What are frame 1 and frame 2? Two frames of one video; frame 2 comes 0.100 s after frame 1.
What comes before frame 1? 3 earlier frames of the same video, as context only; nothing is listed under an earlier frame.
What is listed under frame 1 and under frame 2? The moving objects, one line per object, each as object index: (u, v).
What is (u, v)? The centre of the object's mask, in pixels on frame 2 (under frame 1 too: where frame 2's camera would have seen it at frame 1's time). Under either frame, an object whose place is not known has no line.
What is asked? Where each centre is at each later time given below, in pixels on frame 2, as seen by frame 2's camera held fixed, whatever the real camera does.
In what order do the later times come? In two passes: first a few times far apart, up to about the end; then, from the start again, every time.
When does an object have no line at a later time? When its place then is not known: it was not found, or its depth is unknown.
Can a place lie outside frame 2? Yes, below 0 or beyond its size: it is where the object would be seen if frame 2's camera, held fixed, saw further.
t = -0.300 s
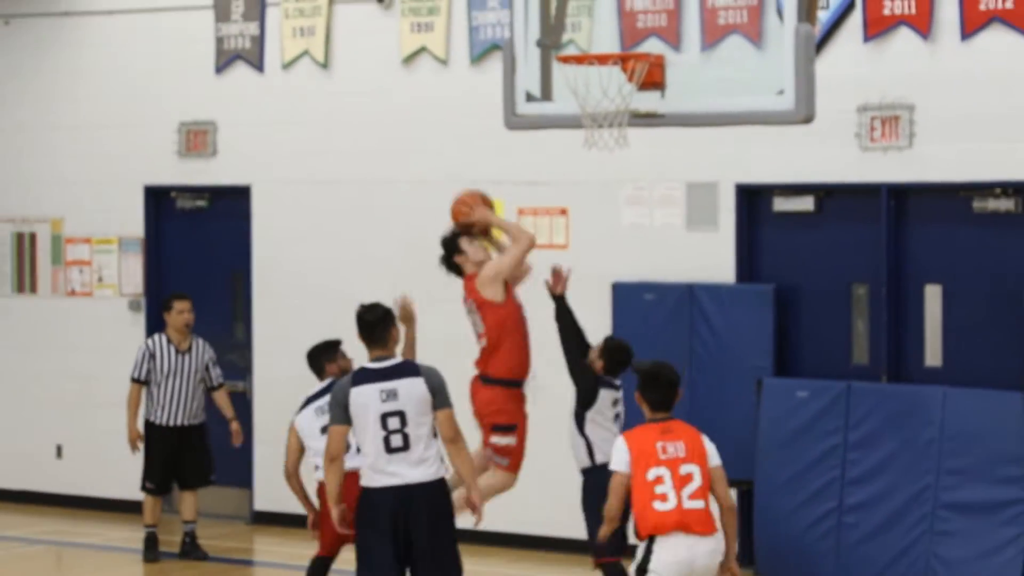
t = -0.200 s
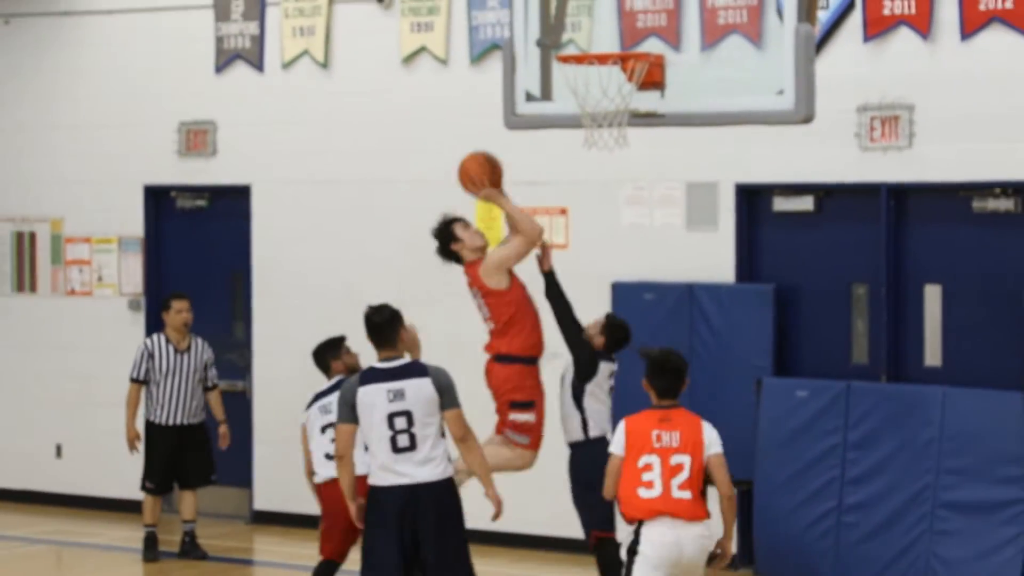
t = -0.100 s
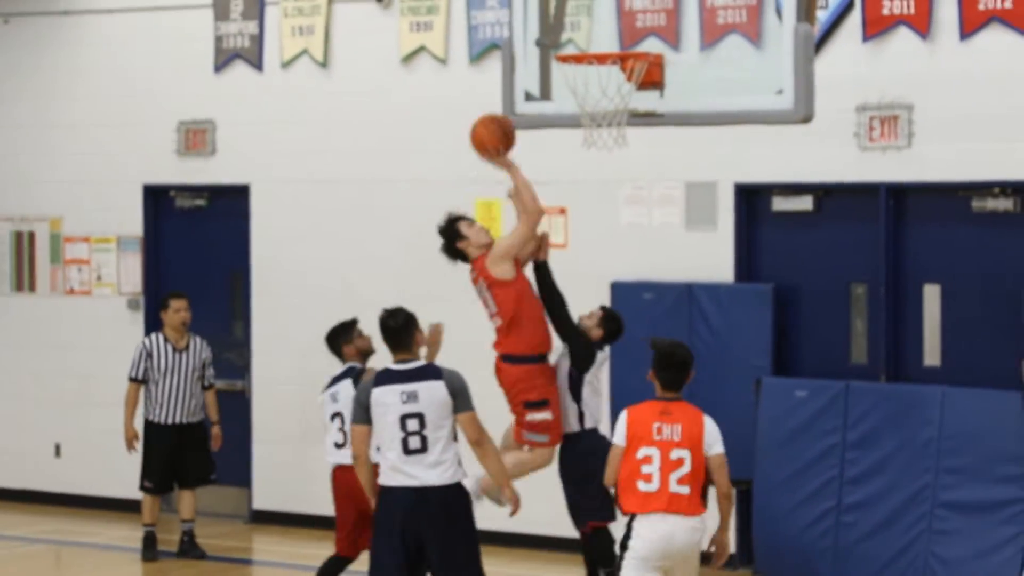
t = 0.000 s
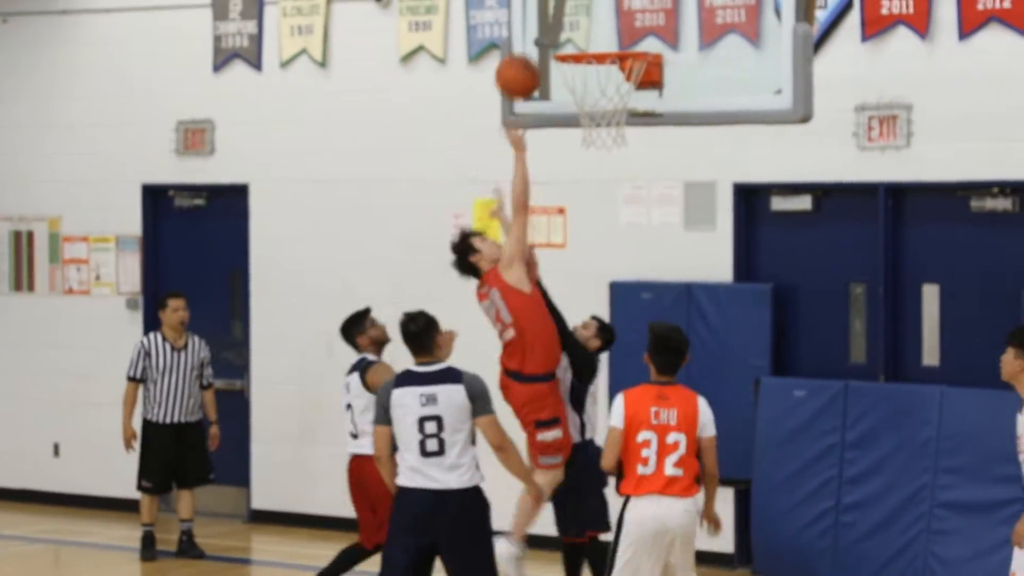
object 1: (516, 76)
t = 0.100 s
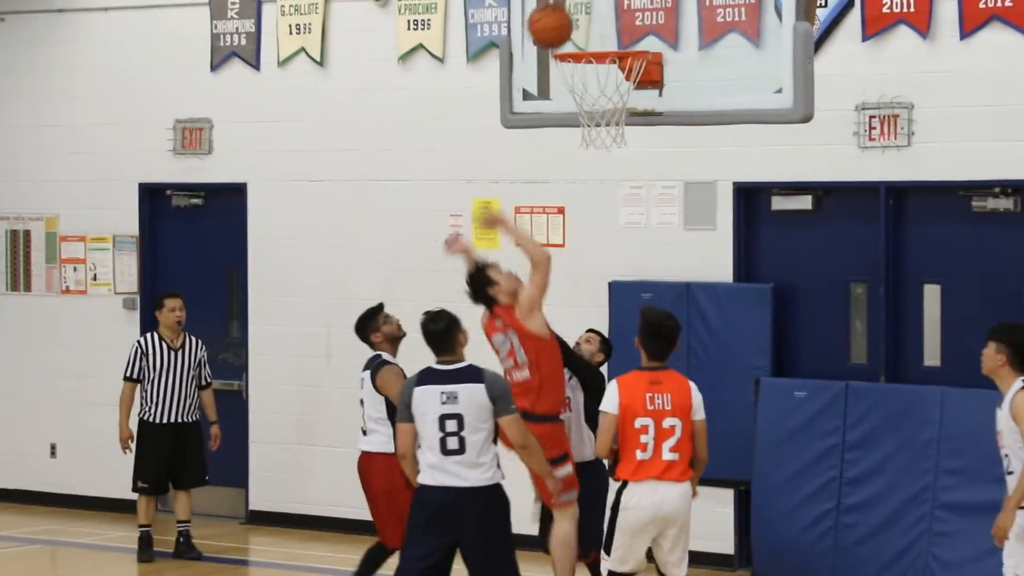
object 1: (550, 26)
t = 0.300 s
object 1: (575, 7)
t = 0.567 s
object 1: (595, 54)
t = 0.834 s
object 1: (639, 136)
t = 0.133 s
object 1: (561, 16)
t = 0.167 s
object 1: (572, 11)
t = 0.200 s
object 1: (575, 8)
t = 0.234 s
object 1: (575, 7)
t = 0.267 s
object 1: (575, 6)
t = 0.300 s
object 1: (575, 7)
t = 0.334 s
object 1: (574, 9)
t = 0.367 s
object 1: (574, 13)
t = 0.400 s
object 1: (574, 17)
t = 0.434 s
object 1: (573, 24)
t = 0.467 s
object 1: (573, 34)
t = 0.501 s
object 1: (578, 37)
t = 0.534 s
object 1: (587, 47)
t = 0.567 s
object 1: (595, 54)
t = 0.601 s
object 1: (601, 64)
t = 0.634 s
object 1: (611, 76)
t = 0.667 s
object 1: (618, 88)
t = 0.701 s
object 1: (624, 100)
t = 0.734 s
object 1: (629, 107)
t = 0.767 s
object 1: (633, 115)
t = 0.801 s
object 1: (636, 126)
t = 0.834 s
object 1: (639, 136)
